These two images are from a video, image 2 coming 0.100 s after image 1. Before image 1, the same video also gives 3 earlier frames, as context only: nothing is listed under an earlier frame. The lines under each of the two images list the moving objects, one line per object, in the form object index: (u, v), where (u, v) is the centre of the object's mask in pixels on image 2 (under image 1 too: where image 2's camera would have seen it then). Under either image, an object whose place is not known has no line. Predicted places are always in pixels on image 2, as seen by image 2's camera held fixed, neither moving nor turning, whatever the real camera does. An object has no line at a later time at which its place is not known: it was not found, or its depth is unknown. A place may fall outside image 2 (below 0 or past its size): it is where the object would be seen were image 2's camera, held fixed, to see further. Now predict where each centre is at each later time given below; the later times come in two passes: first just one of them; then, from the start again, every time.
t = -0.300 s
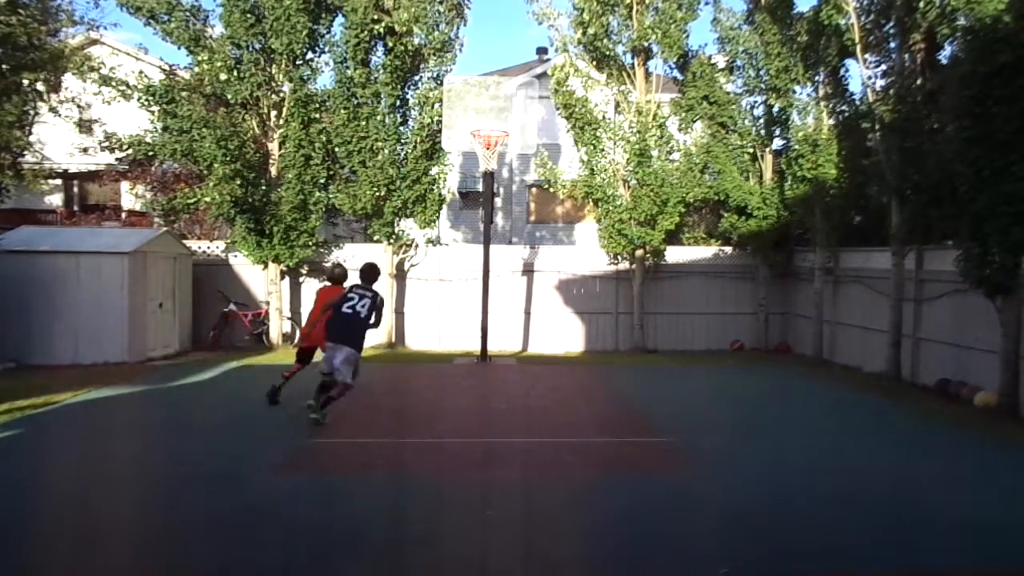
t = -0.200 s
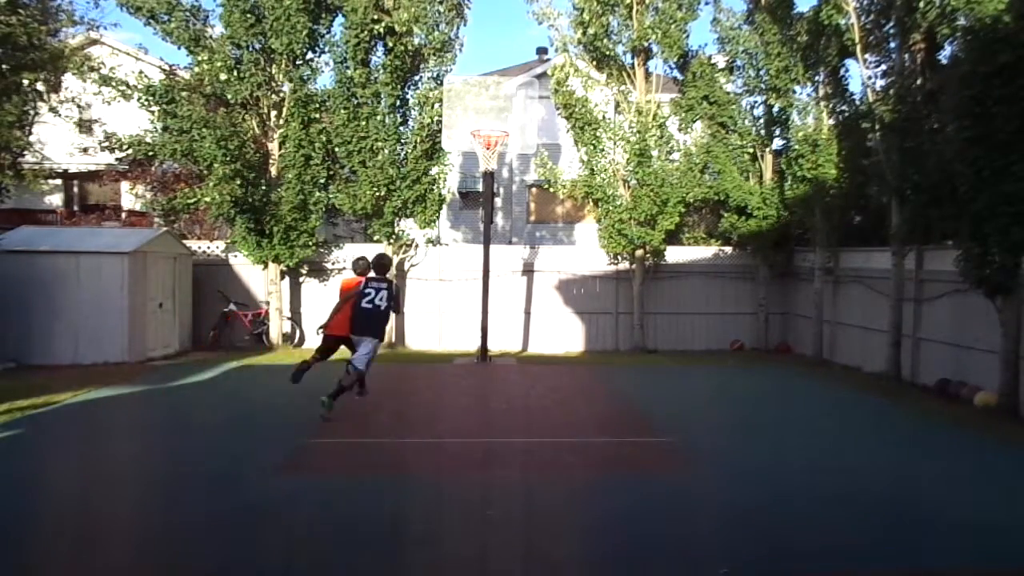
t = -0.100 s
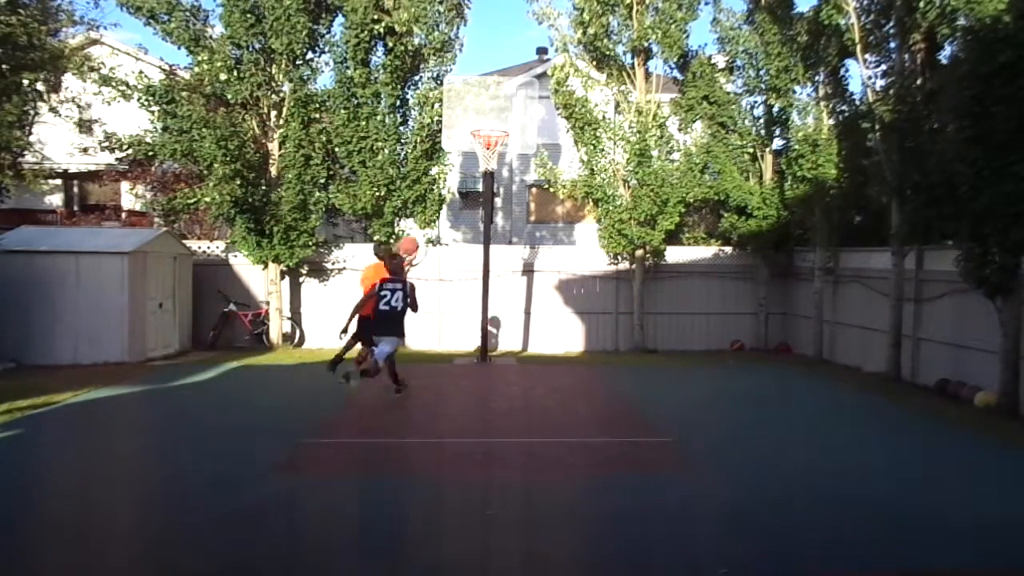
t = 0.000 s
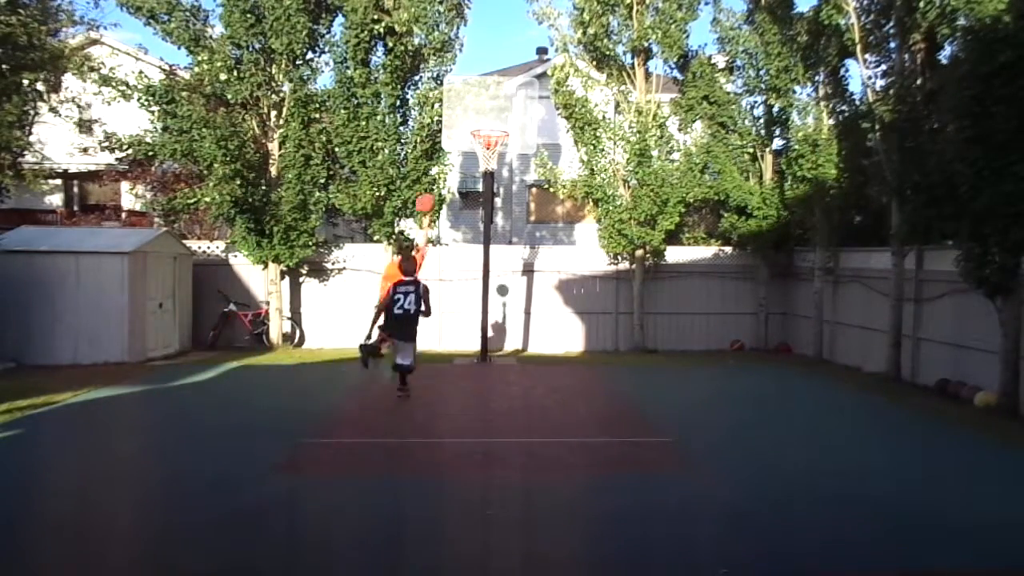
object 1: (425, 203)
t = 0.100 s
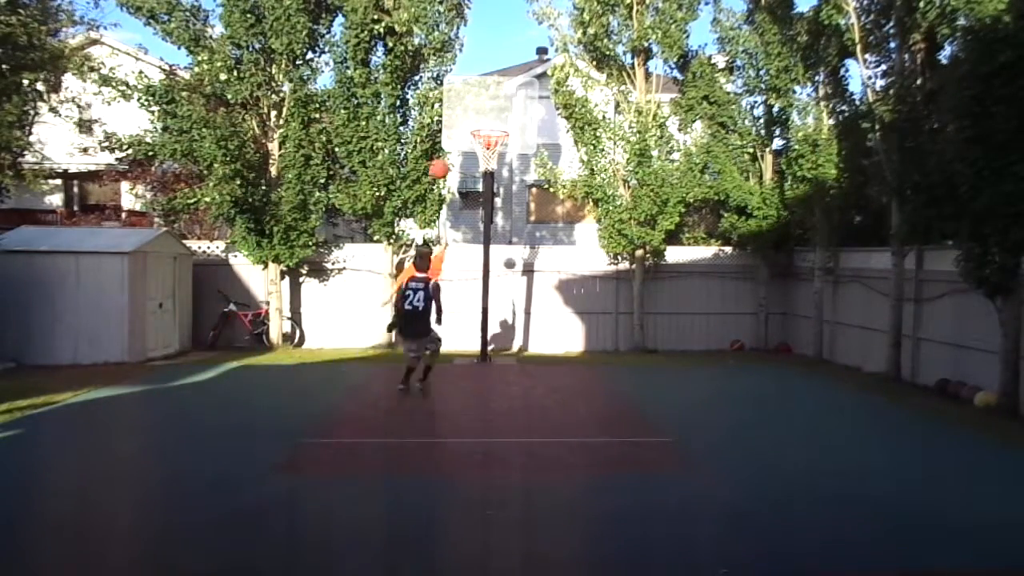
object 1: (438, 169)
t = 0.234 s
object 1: (458, 136)
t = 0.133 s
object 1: (444, 159)
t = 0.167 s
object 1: (449, 150)
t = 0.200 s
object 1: (453, 143)
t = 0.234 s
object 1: (458, 136)
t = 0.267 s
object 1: (462, 130)
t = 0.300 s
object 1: (467, 125)
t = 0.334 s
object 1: (471, 121)
